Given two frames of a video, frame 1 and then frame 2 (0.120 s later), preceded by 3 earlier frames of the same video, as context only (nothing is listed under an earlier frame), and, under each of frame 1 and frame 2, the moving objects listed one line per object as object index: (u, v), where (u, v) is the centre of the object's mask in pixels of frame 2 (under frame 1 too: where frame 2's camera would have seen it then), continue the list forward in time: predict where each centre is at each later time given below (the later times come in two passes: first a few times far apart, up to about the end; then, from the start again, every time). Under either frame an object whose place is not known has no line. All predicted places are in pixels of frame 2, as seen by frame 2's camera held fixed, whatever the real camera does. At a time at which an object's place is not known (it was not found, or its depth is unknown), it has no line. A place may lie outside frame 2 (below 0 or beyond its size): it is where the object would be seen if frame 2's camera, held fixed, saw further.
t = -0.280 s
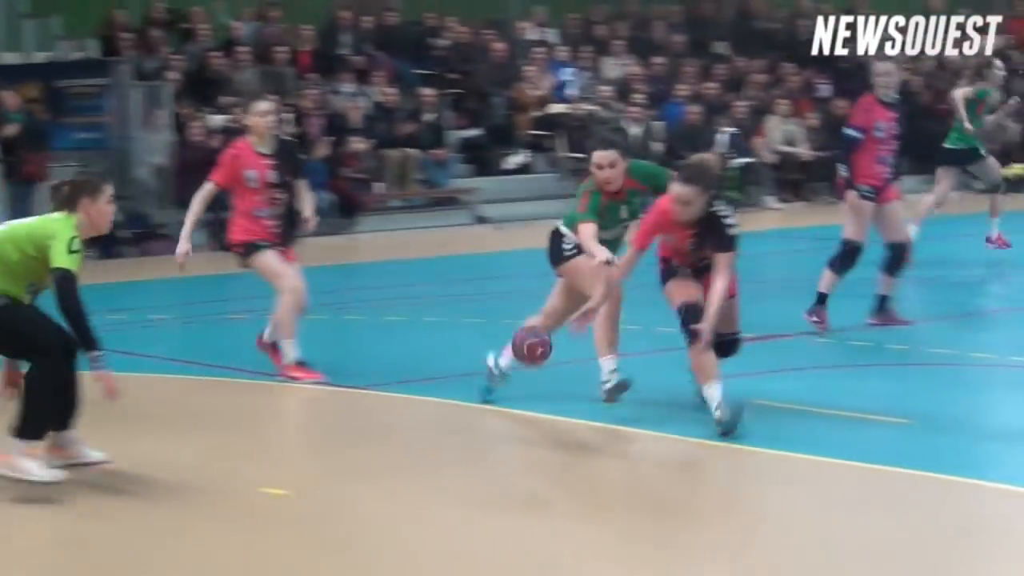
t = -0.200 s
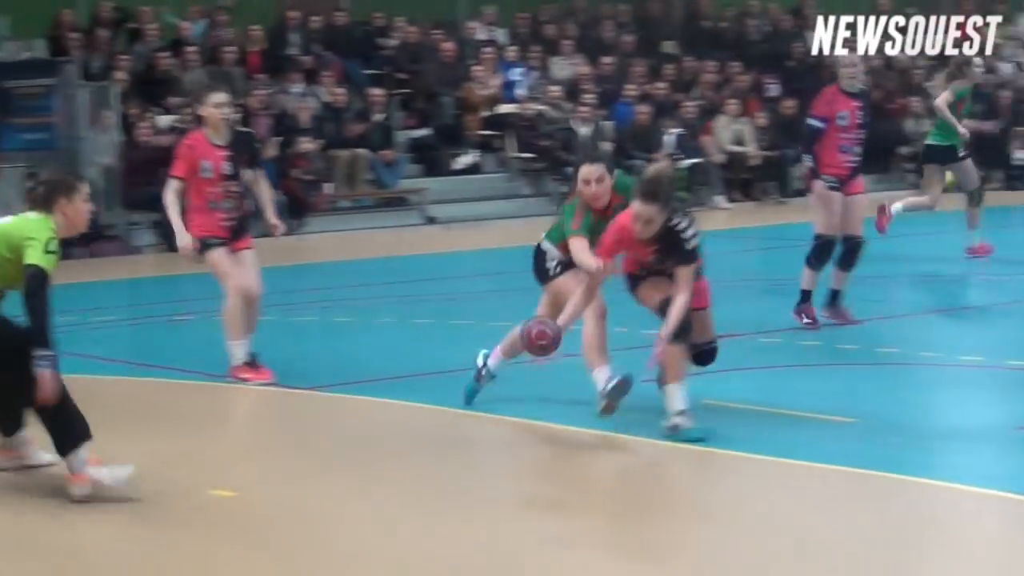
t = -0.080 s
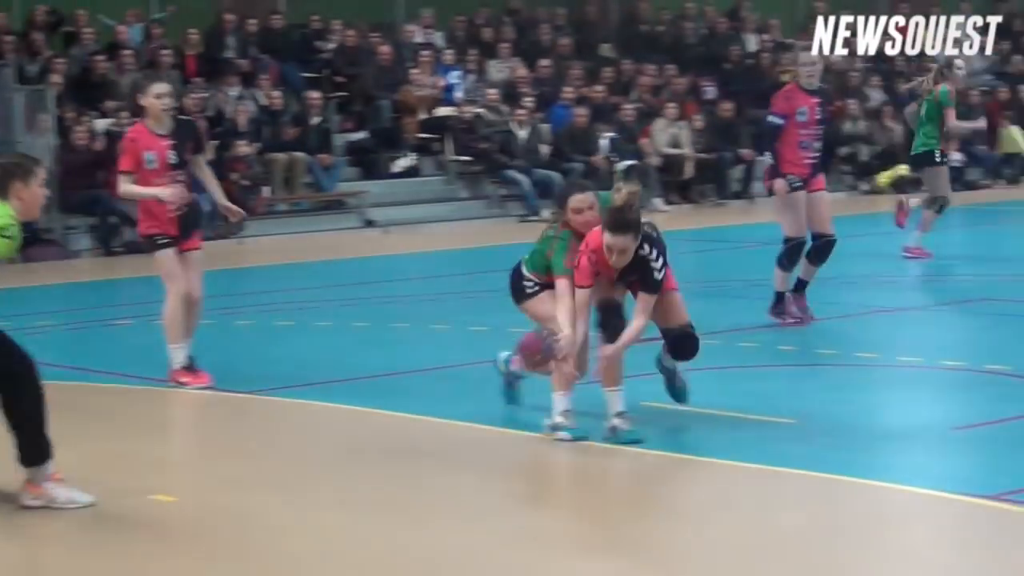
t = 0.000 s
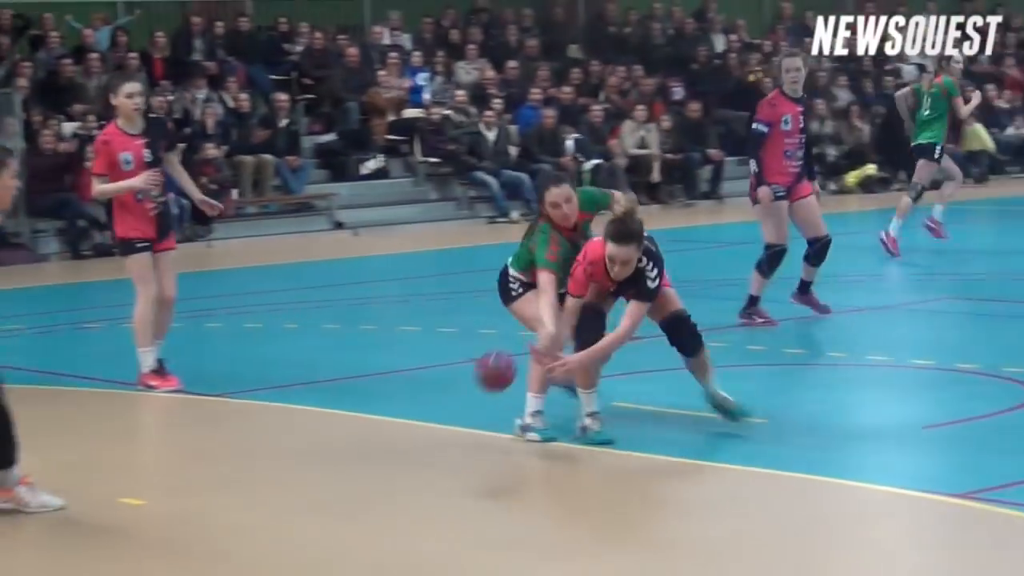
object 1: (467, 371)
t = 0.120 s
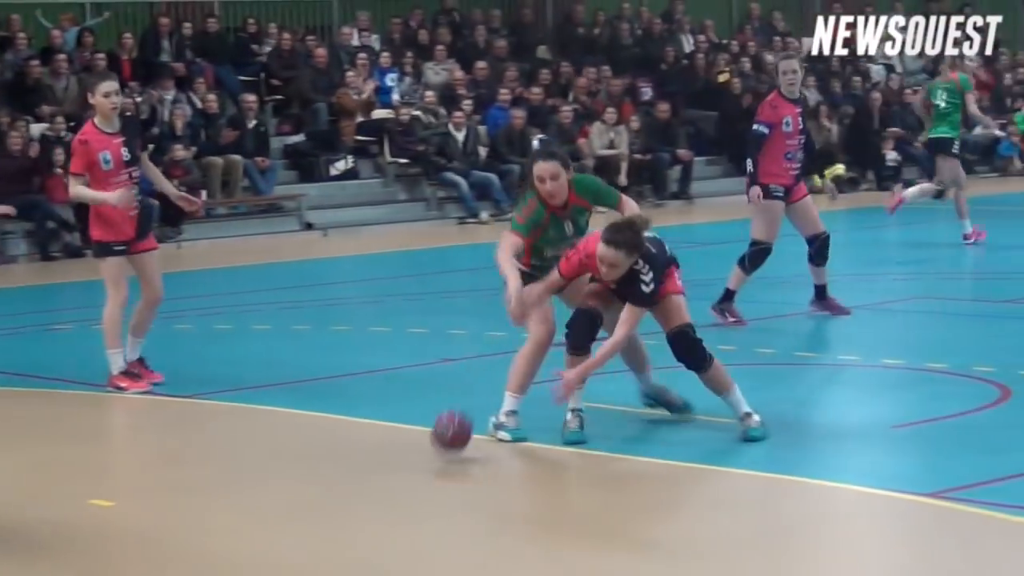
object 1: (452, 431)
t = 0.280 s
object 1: (453, 403)
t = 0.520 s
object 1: (465, 437)
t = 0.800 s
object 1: (469, 440)
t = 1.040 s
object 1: (470, 456)
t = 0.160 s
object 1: (449, 437)
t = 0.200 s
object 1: (451, 422)
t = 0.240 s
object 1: (452, 412)
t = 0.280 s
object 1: (453, 403)
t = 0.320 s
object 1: (454, 399)
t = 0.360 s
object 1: (456, 399)
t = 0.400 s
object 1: (457, 402)
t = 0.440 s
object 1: (460, 410)
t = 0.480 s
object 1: (462, 421)
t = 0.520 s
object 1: (465, 437)
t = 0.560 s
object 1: (466, 455)
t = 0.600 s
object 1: (467, 445)
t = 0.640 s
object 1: (466, 436)
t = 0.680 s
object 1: (467, 431)
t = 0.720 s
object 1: (468, 431)
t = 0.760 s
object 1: (469, 434)
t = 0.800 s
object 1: (469, 440)
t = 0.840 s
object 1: (469, 451)
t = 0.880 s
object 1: (470, 463)
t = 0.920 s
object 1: (470, 456)
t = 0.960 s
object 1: (470, 452)
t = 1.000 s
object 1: (469, 452)
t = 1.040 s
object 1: (470, 456)
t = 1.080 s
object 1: (470, 463)
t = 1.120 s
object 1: (470, 469)
